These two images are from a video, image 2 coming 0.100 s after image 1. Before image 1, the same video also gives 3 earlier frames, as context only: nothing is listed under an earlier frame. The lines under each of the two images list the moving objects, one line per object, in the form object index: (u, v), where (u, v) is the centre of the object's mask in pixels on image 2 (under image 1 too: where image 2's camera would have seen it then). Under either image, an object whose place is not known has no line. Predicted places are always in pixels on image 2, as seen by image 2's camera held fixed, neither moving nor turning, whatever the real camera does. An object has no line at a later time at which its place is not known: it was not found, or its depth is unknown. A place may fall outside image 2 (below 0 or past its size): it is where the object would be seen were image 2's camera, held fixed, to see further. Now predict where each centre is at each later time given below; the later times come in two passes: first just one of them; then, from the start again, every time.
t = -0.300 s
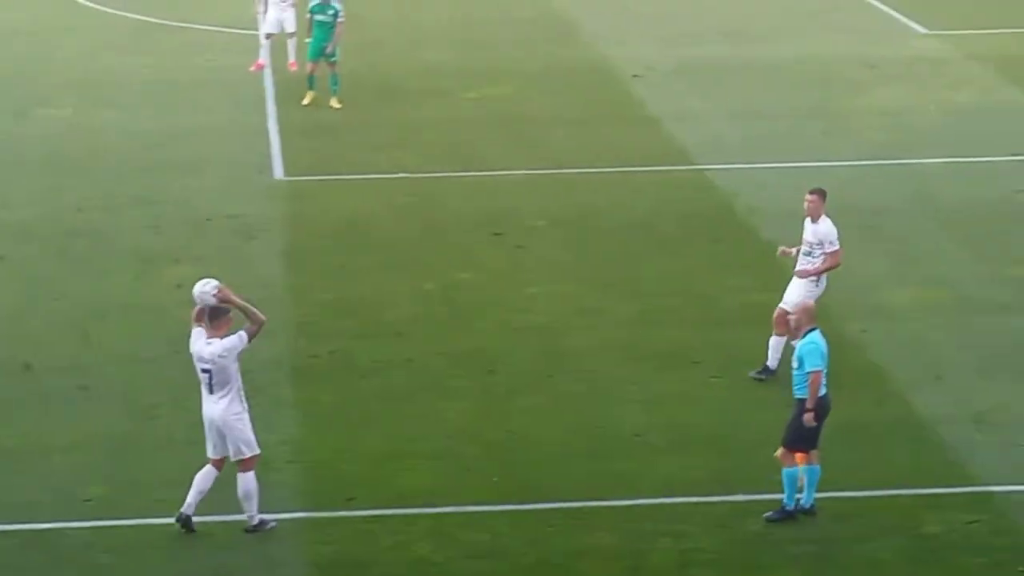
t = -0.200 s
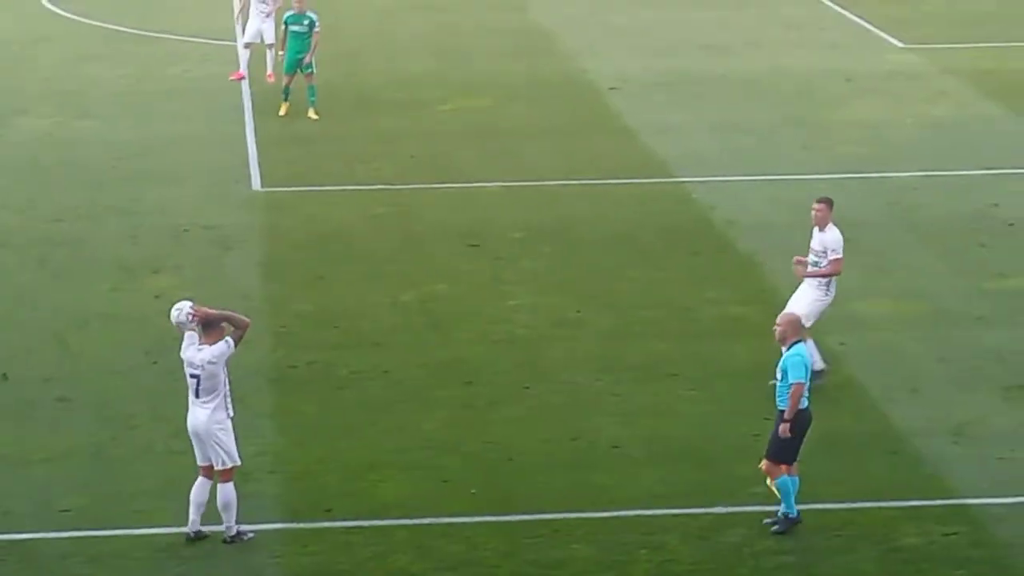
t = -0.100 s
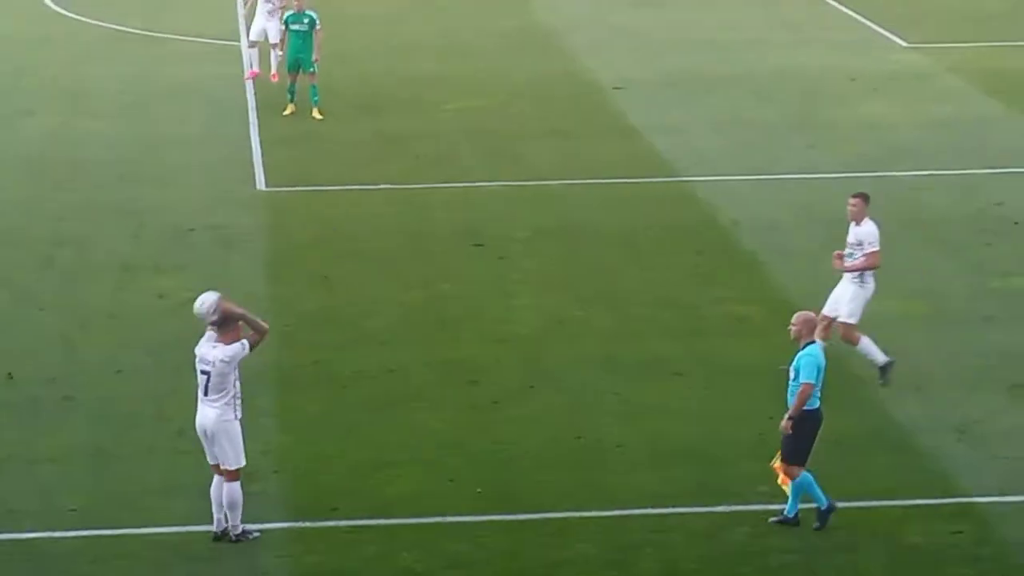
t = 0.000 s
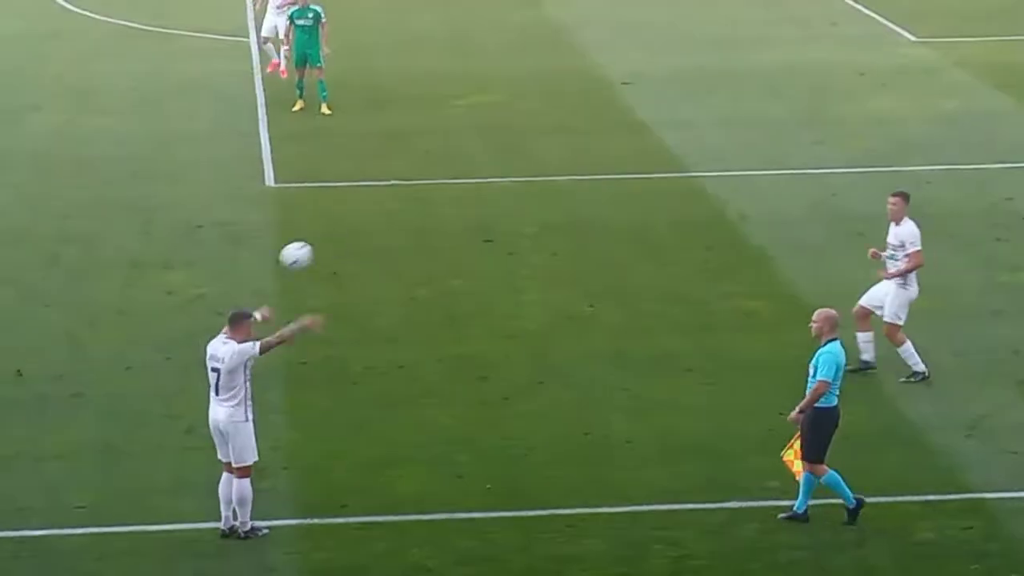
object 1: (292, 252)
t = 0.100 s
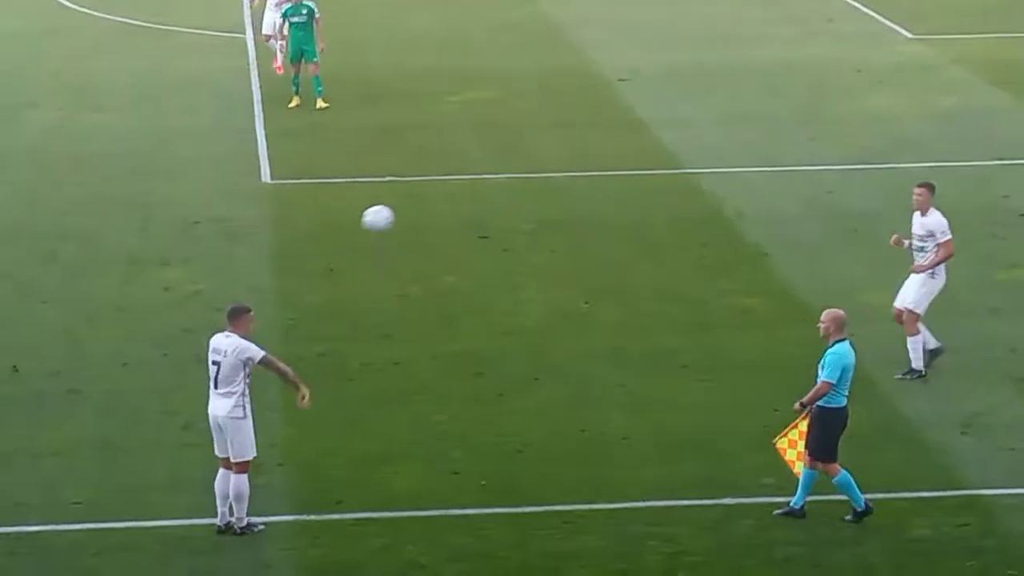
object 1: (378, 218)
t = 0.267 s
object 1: (510, 196)
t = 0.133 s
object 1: (405, 210)
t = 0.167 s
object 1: (432, 204)
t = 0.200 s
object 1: (458, 200)
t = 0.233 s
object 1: (485, 197)
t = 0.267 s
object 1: (510, 196)
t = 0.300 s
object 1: (536, 196)
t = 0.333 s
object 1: (558, 196)
